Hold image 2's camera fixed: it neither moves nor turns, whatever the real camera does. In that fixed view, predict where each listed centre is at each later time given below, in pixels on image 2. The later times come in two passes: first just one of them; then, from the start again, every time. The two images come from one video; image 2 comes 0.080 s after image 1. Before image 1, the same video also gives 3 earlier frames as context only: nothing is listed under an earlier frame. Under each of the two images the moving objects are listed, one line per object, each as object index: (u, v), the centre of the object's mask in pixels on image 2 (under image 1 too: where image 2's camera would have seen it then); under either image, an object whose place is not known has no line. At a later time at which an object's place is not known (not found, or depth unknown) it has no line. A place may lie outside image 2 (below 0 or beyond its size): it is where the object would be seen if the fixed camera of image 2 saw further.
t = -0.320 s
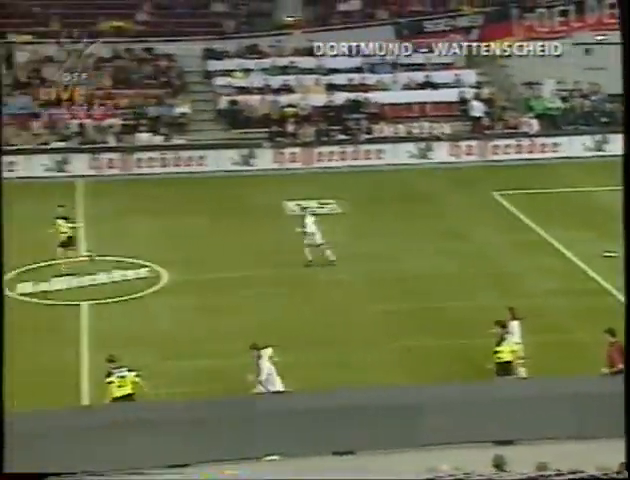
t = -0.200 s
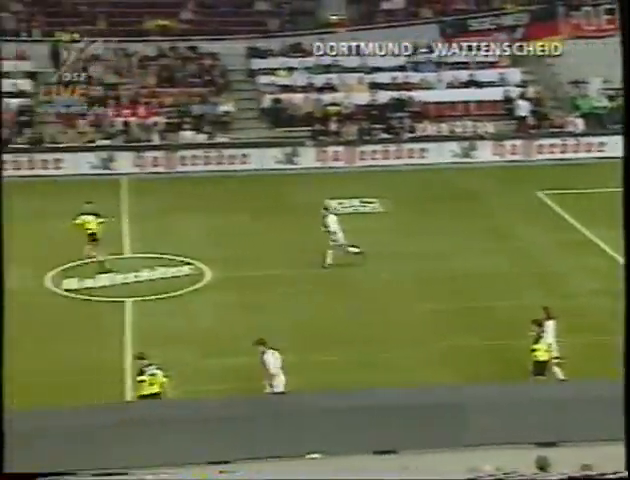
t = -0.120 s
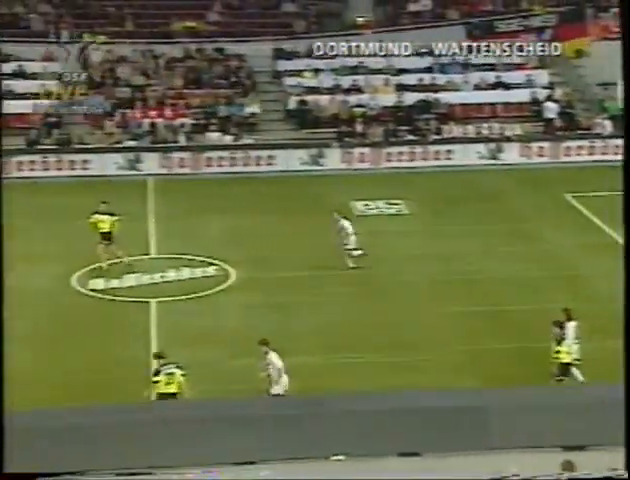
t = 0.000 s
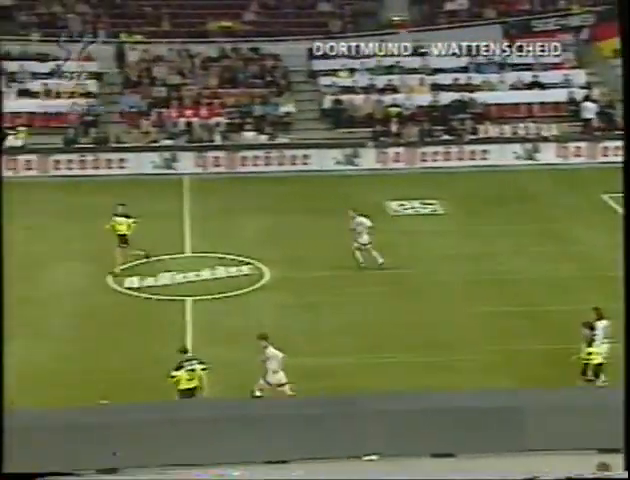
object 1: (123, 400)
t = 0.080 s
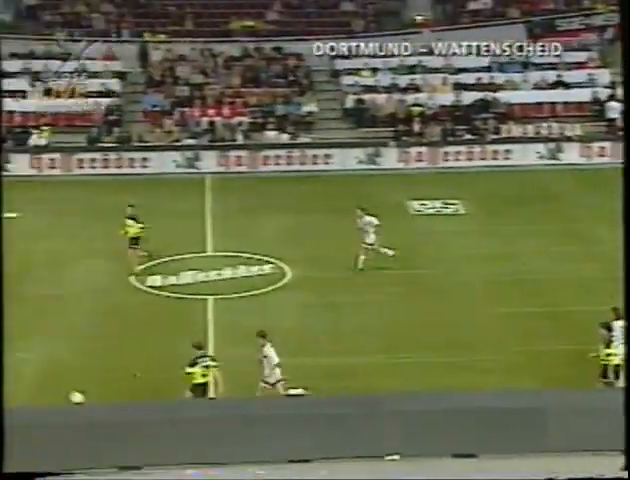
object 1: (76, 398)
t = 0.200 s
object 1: (12, 386)
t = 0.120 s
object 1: (54, 393)
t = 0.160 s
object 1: (31, 389)
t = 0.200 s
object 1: (12, 386)
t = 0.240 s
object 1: (-9, 384)
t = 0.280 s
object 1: (-30, 381)
